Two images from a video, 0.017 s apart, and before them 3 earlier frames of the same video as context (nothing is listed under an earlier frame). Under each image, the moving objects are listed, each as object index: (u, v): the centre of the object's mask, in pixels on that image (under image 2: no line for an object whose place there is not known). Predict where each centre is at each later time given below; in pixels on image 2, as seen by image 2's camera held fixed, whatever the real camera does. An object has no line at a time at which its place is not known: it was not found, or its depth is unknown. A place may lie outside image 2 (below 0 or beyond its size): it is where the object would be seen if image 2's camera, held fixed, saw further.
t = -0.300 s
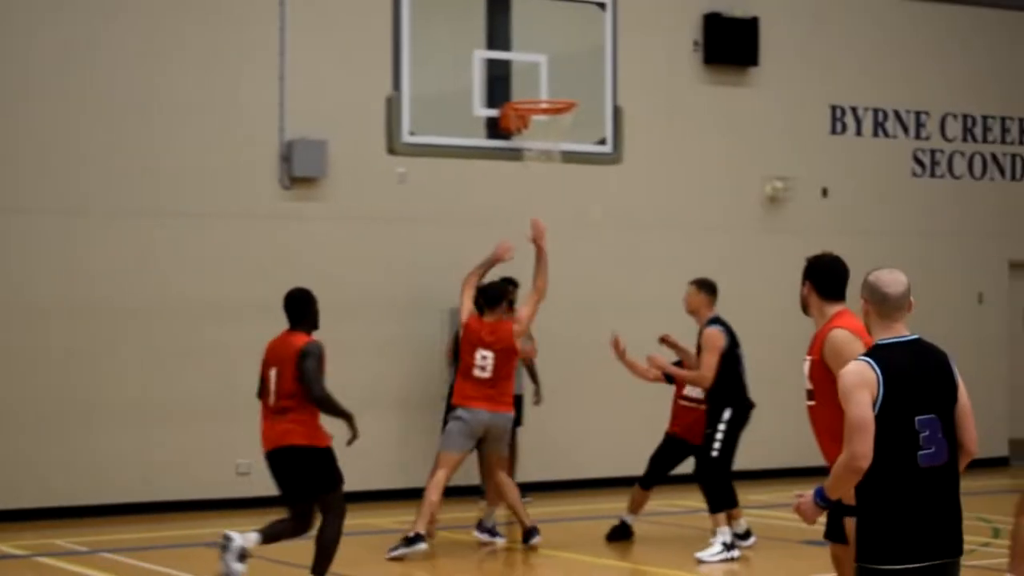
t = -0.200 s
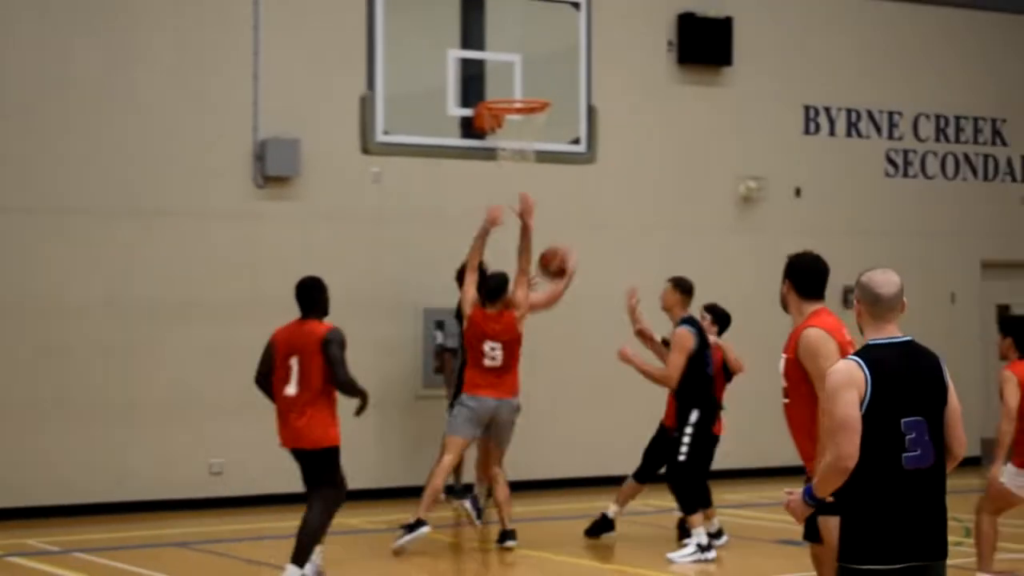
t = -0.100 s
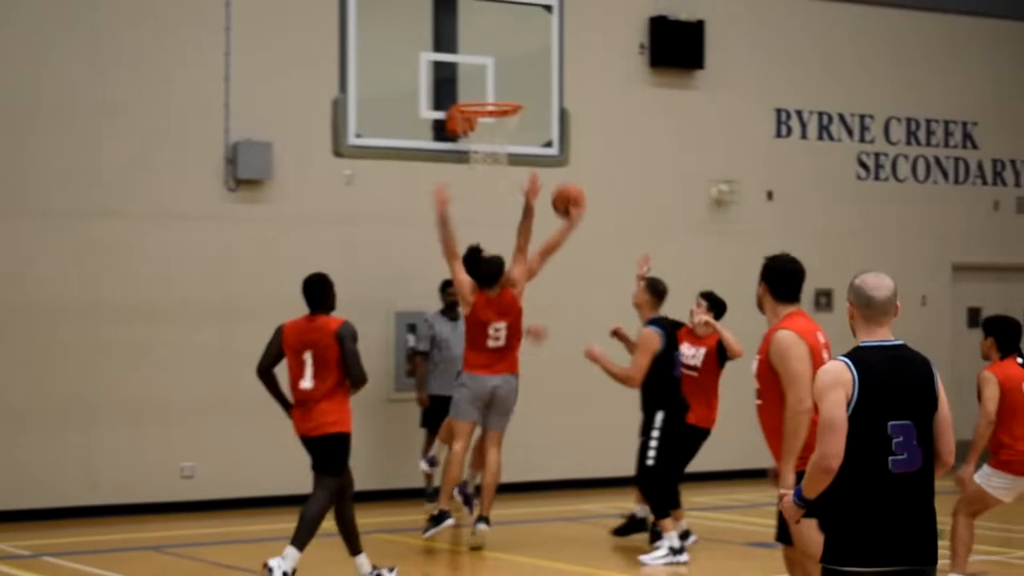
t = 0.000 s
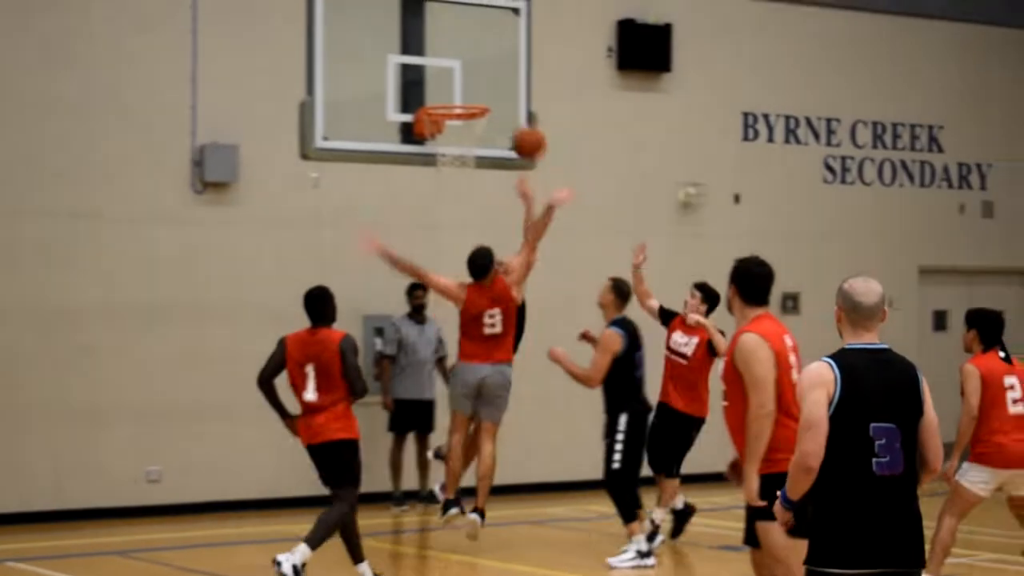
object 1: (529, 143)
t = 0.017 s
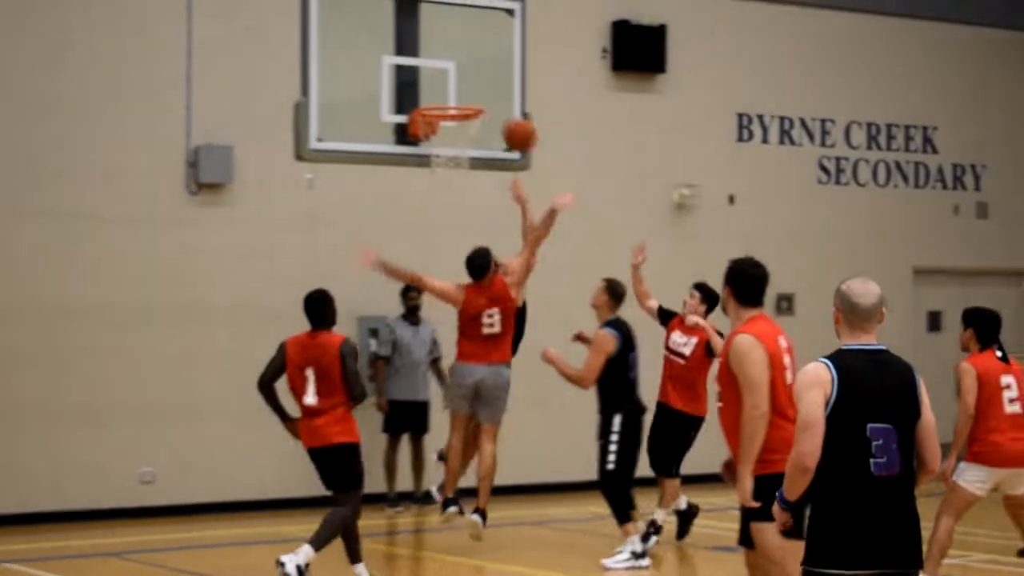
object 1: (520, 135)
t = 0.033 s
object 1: (517, 125)
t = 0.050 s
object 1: (515, 118)
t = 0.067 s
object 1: (512, 110)
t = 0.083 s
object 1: (507, 102)
